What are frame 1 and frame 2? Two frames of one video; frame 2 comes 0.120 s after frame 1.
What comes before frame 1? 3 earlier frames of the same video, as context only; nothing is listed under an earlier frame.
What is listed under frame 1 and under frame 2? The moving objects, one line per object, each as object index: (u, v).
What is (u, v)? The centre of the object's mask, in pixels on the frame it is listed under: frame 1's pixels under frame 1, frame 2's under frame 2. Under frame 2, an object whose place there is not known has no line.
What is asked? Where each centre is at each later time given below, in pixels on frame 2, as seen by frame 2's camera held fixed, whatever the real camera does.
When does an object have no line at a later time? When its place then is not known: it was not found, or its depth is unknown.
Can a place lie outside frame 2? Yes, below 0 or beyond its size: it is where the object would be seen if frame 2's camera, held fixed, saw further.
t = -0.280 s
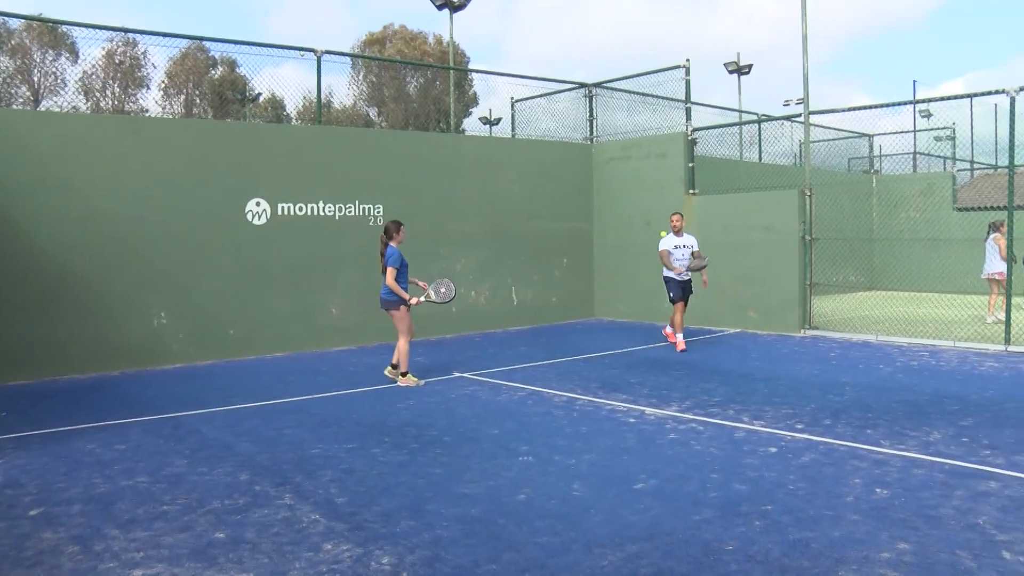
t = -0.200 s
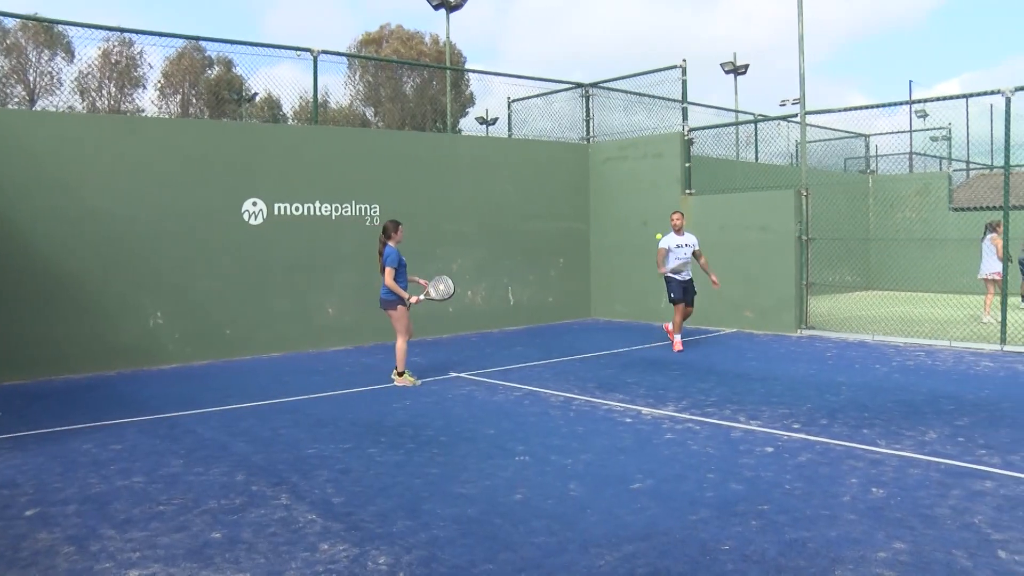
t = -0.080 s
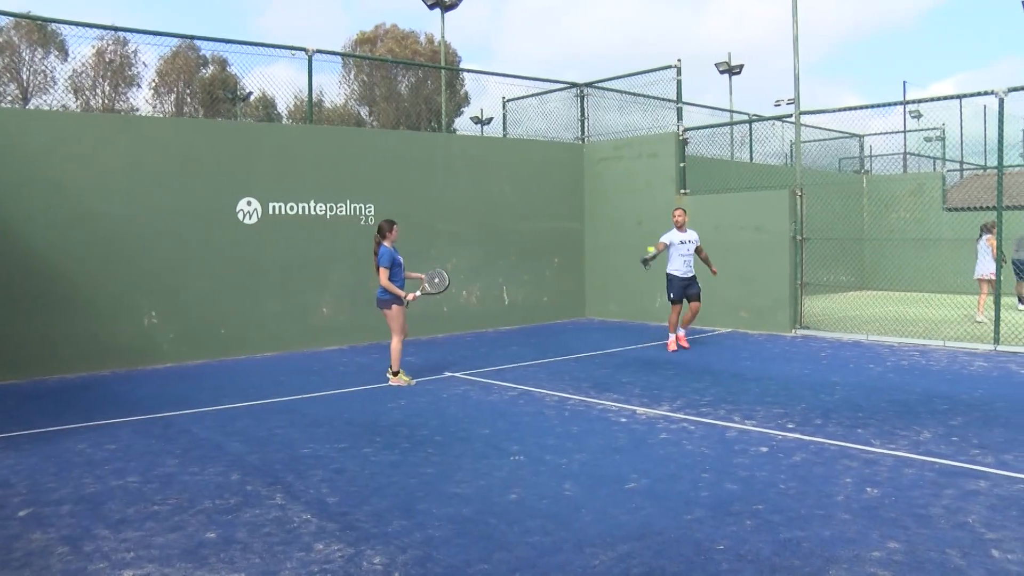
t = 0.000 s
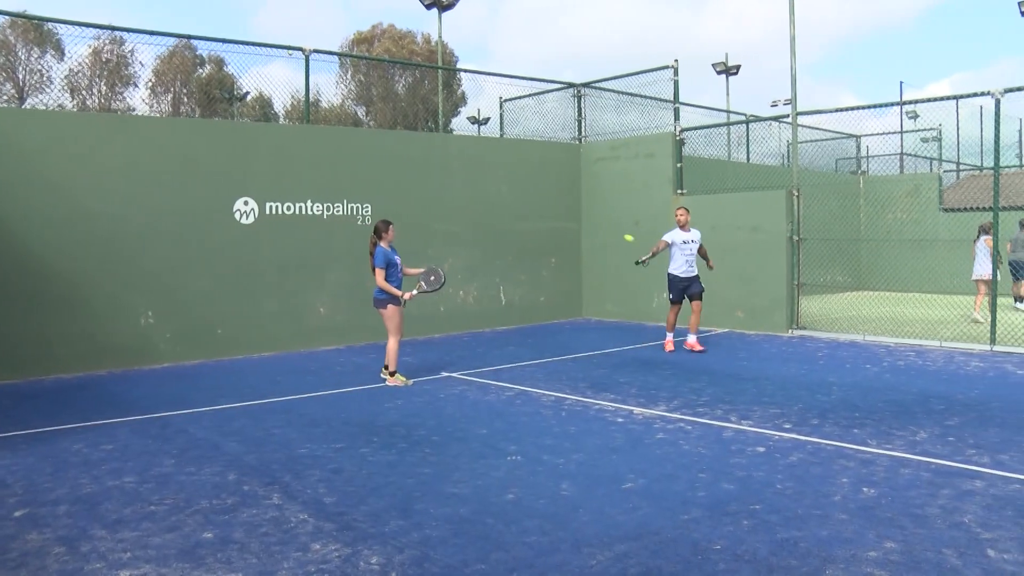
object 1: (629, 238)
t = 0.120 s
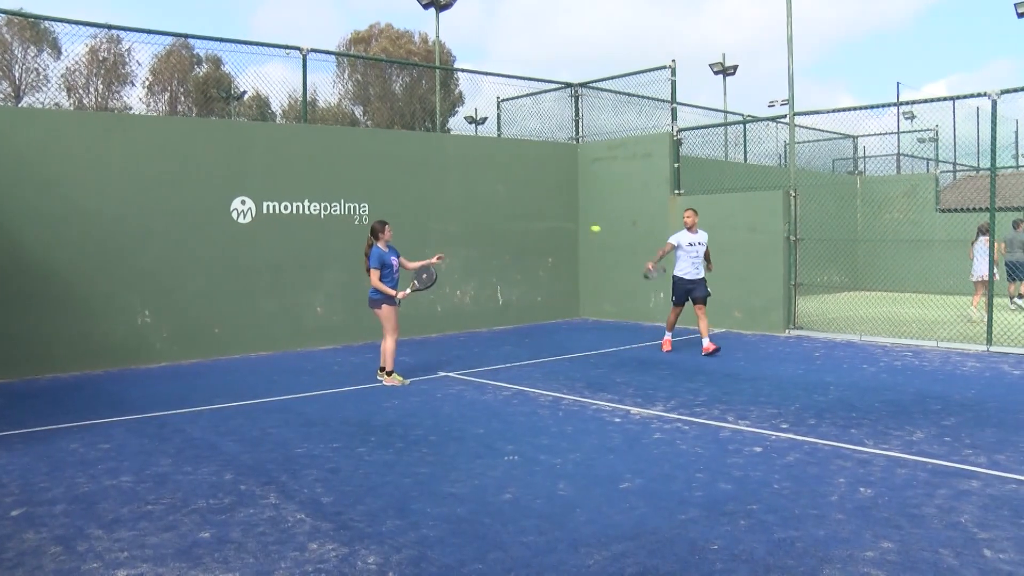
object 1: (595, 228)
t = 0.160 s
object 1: (585, 228)
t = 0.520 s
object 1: (493, 293)
